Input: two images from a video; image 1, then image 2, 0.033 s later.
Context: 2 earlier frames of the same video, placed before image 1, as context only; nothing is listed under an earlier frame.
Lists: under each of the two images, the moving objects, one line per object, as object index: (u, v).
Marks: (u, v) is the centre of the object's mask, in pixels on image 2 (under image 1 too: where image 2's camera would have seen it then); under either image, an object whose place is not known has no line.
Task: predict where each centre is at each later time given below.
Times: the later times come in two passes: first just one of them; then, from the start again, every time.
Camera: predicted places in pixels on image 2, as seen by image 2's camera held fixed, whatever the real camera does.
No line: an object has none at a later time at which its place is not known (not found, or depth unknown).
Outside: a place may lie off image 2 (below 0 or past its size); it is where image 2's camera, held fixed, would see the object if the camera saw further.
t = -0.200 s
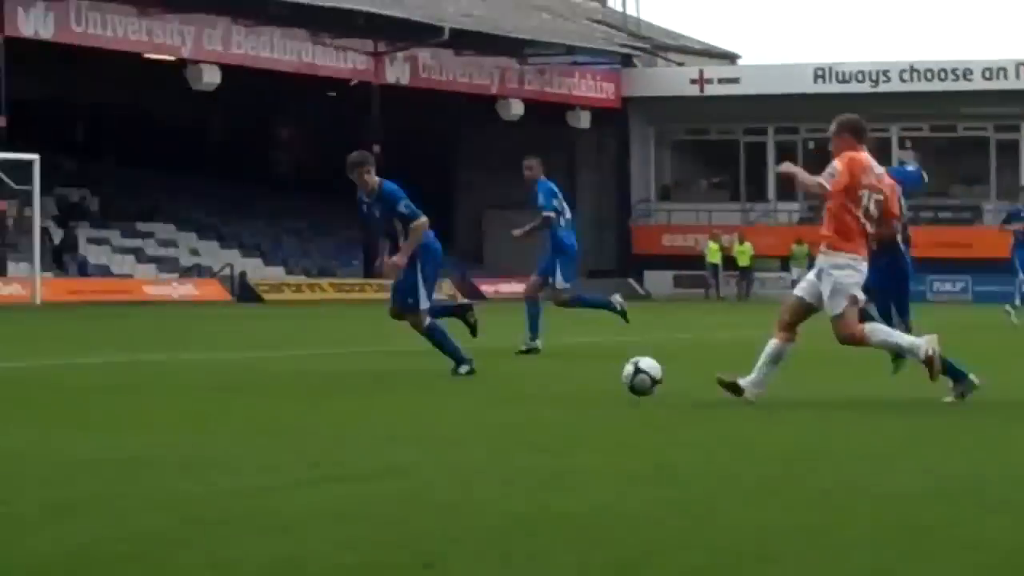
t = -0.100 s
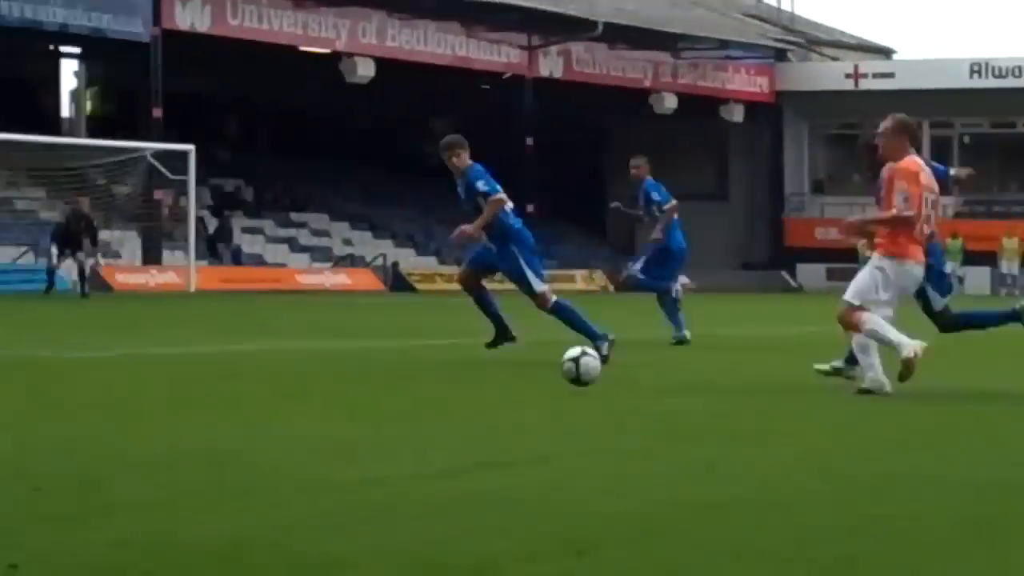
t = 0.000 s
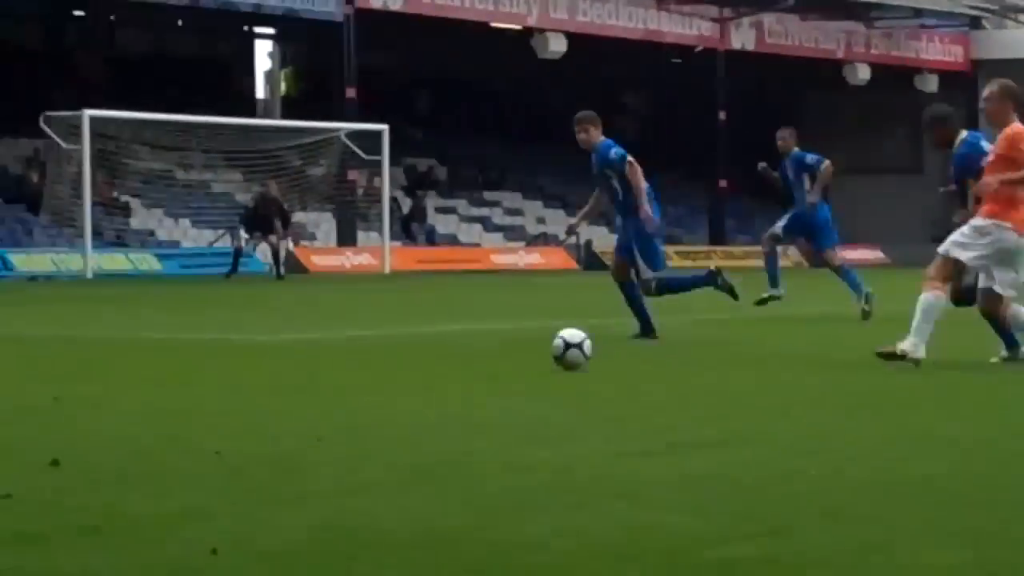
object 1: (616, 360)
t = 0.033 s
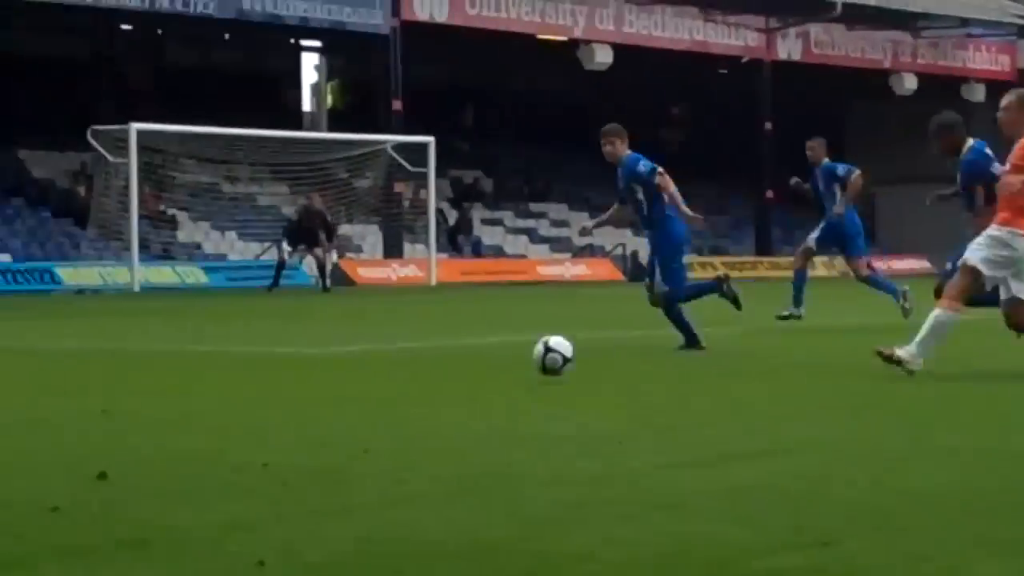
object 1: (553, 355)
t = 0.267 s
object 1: (131, 361)
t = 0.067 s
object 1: (490, 353)
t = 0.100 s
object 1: (427, 353)
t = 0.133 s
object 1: (364, 355)
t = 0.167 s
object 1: (302, 362)
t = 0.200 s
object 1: (241, 365)
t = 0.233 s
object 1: (185, 363)
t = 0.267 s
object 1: (131, 361)
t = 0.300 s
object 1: (75, 361)
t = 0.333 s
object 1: (20, 362)
